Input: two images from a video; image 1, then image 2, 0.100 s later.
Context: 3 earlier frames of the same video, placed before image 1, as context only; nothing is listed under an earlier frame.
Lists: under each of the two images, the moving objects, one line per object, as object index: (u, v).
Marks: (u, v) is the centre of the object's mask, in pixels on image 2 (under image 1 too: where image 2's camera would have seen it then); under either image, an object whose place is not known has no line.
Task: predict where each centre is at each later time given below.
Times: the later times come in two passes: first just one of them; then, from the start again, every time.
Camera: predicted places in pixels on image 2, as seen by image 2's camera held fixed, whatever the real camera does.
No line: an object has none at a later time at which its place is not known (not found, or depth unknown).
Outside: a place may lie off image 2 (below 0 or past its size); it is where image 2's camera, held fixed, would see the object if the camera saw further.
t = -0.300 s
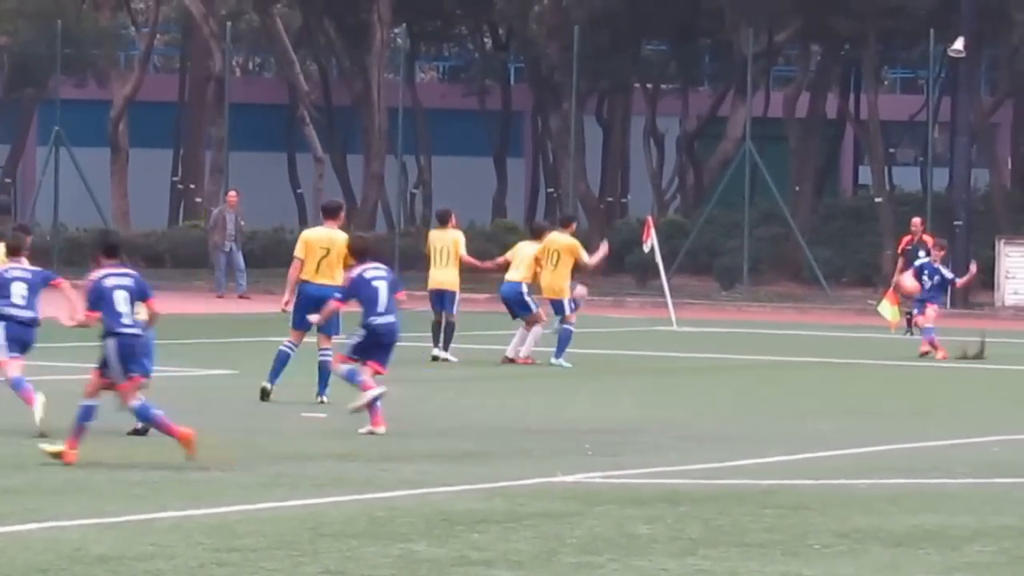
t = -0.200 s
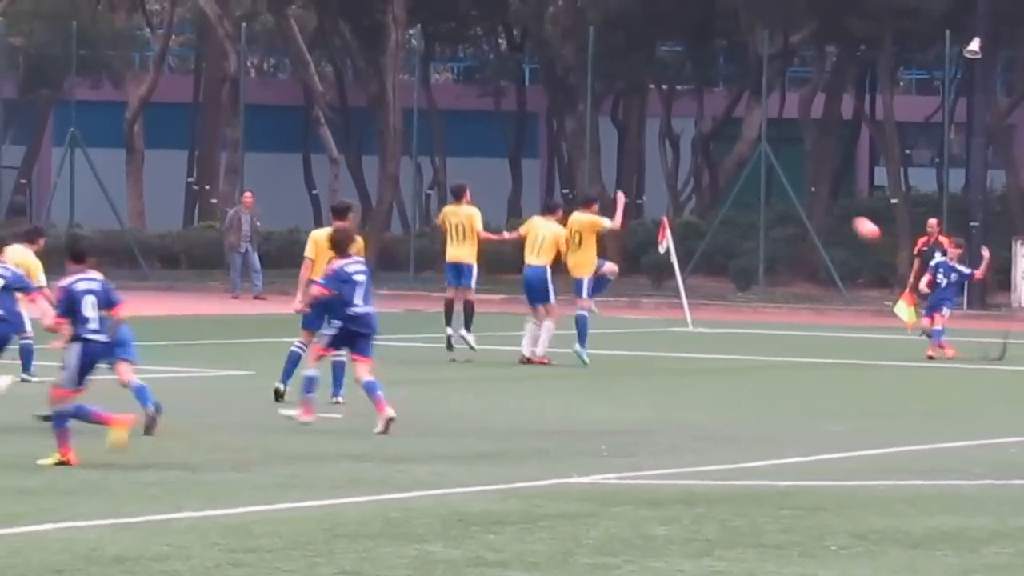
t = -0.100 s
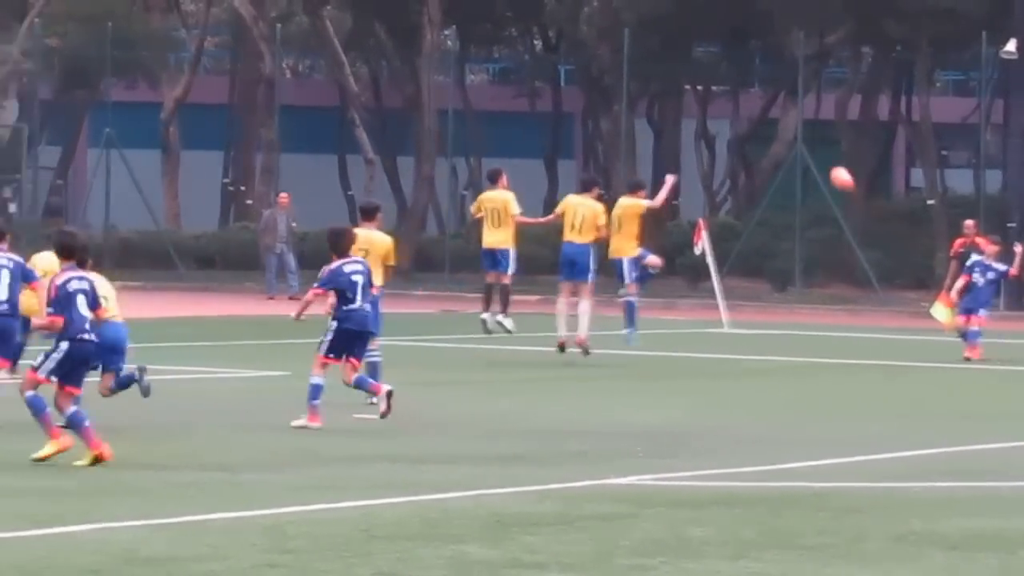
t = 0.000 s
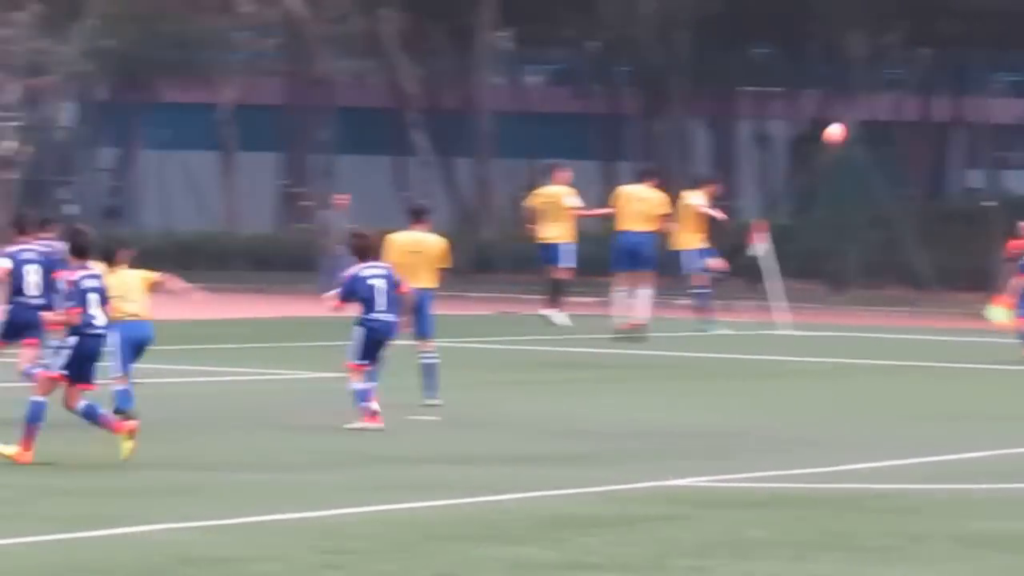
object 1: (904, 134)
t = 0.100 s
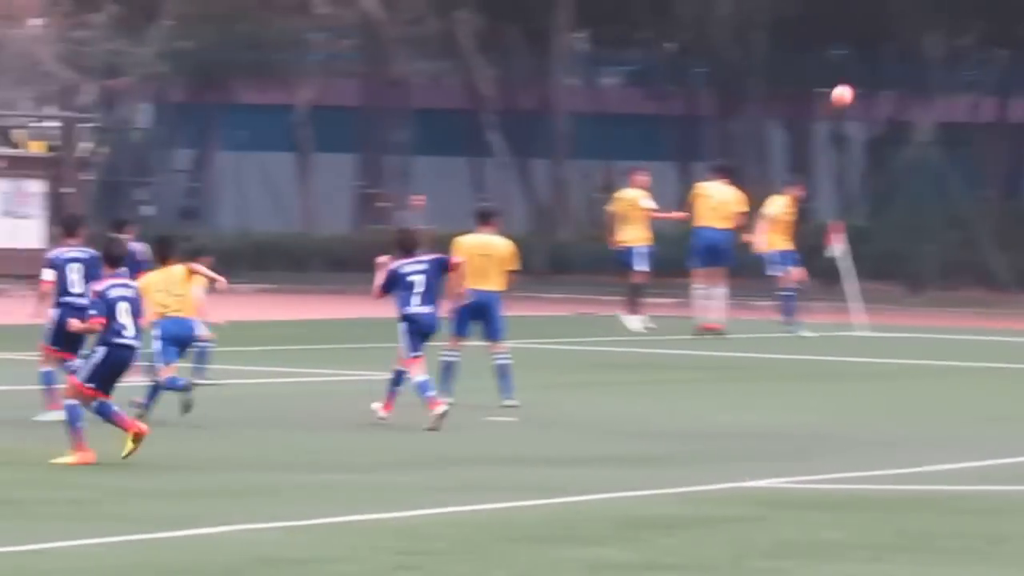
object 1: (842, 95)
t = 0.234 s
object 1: (744, 58)
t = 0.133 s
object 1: (818, 85)
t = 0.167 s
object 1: (794, 75)
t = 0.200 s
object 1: (769, 66)
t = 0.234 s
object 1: (744, 58)
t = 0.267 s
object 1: (718, 51)
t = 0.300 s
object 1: (692, 45)
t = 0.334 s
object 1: (667, 40)
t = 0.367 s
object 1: (640, 36)
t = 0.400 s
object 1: (613, 33)
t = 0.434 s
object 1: (586, 30)
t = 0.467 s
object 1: (560, 29)
